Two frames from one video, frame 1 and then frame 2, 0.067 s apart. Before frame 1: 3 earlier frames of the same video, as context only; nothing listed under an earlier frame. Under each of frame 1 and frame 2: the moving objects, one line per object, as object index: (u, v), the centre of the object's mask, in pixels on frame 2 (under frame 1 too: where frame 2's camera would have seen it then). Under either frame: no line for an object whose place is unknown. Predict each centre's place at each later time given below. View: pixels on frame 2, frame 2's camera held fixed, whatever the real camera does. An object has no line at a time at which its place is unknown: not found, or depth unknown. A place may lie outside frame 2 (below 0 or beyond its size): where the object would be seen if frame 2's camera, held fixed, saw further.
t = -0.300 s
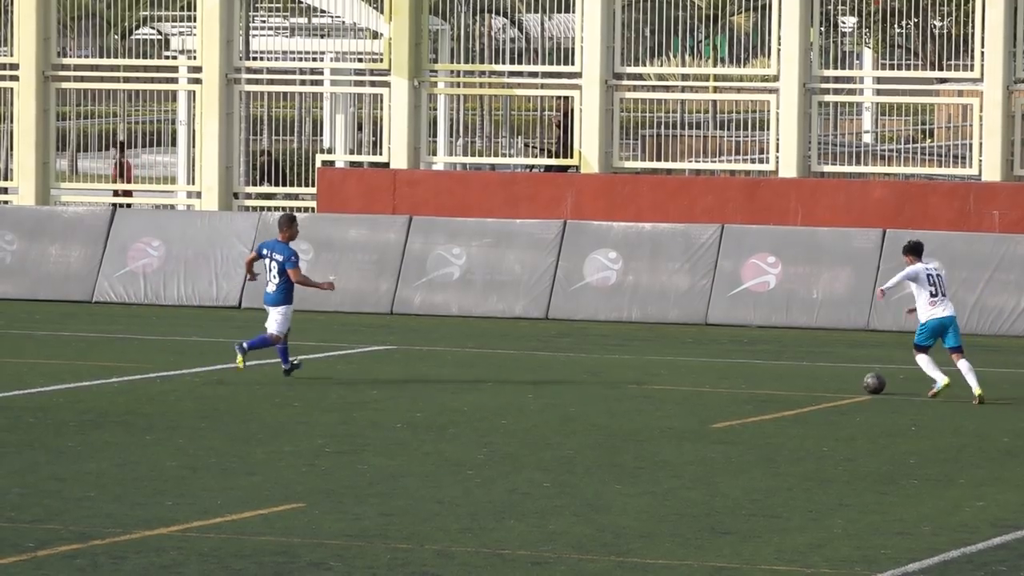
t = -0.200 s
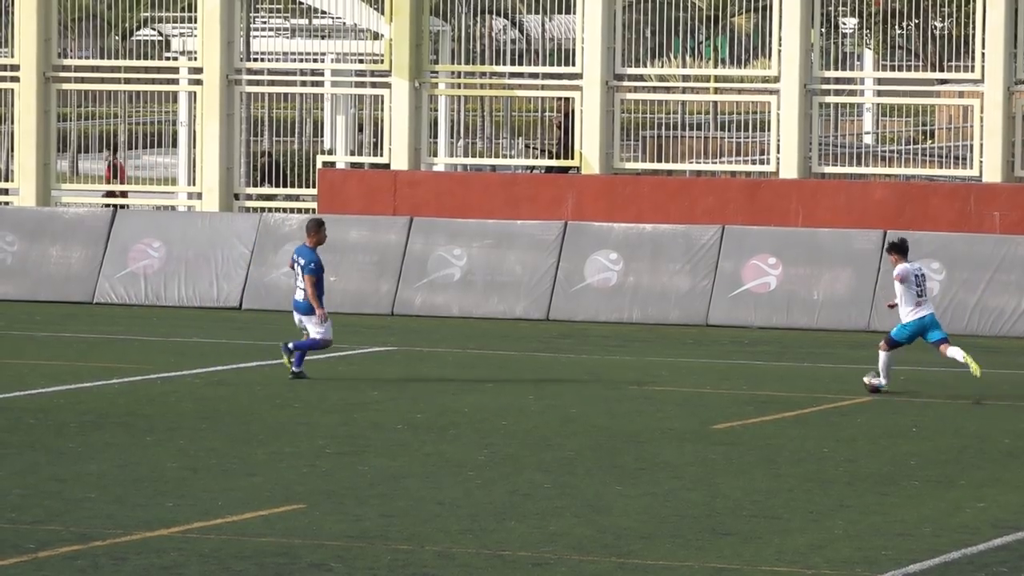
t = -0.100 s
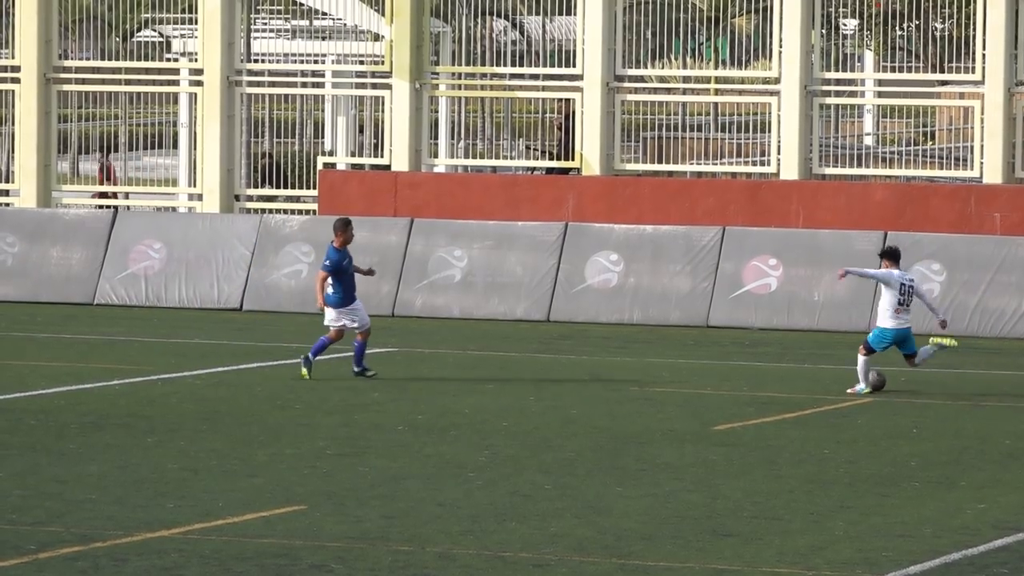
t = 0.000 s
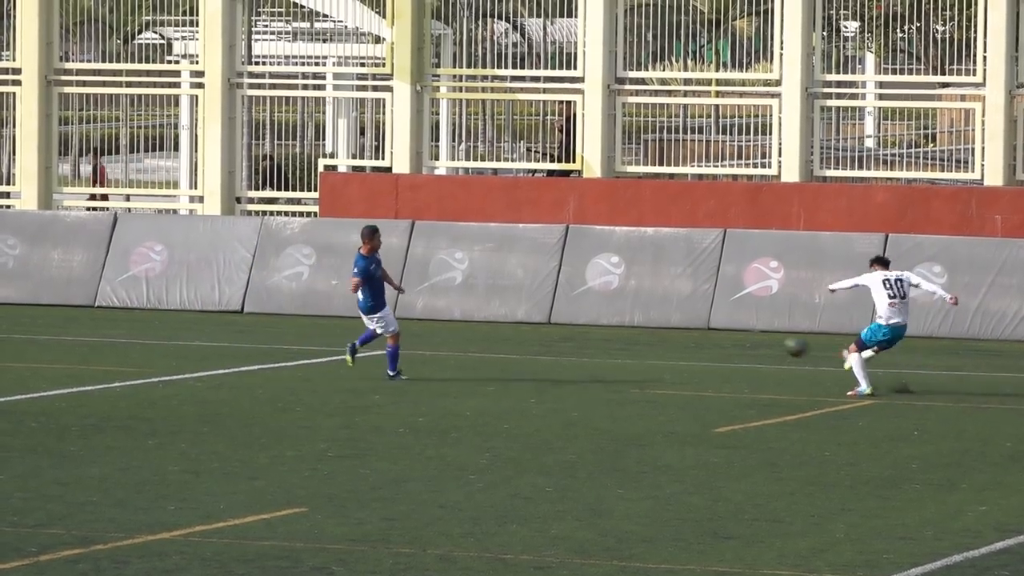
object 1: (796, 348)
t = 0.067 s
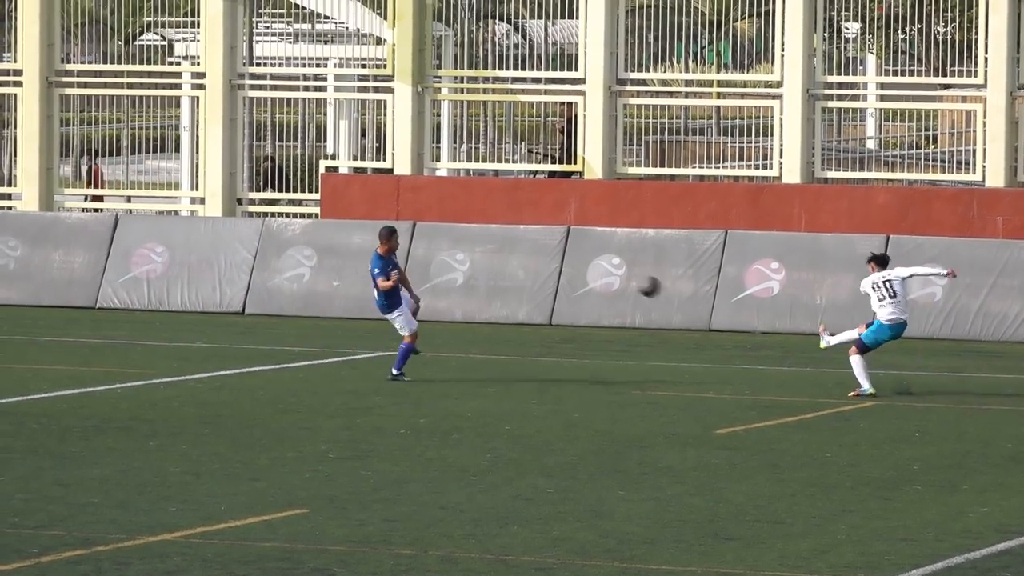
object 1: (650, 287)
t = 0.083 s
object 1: (613, 271)
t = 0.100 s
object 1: (576, 258)
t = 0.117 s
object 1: (542, 245)
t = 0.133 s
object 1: (507, 233)
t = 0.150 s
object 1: (471, 219)
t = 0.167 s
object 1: (437, 207)
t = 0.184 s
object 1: (405, 195)
